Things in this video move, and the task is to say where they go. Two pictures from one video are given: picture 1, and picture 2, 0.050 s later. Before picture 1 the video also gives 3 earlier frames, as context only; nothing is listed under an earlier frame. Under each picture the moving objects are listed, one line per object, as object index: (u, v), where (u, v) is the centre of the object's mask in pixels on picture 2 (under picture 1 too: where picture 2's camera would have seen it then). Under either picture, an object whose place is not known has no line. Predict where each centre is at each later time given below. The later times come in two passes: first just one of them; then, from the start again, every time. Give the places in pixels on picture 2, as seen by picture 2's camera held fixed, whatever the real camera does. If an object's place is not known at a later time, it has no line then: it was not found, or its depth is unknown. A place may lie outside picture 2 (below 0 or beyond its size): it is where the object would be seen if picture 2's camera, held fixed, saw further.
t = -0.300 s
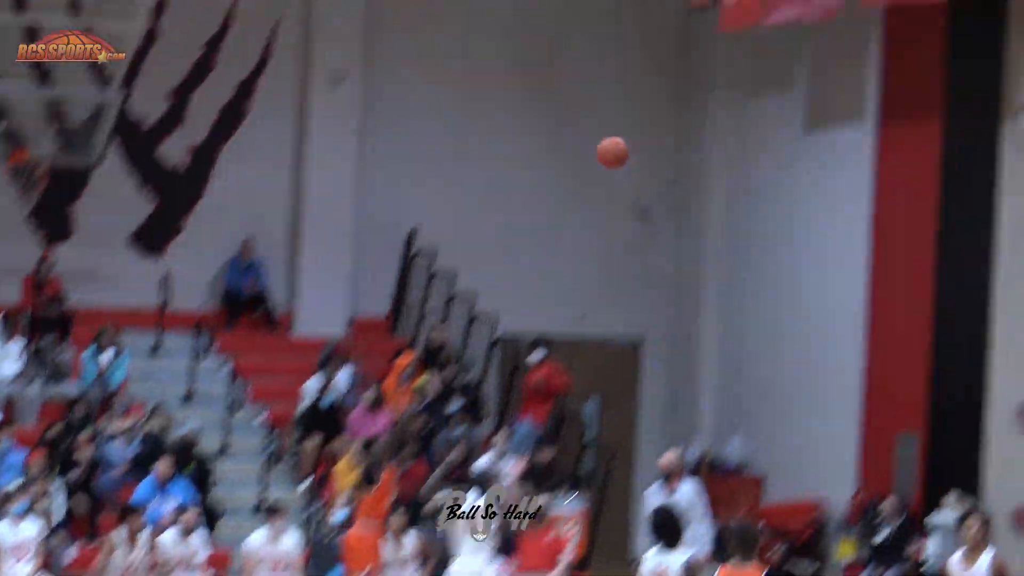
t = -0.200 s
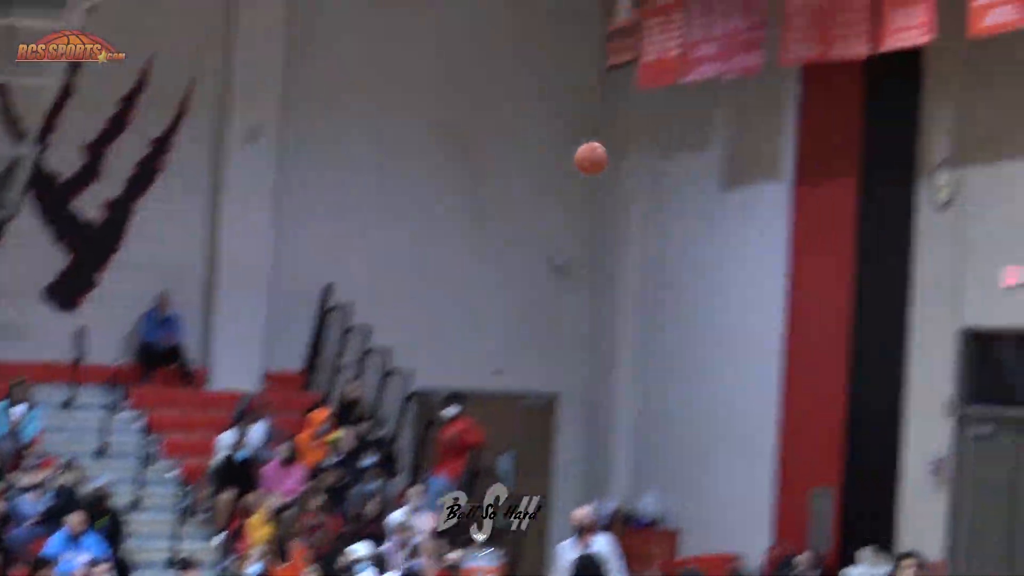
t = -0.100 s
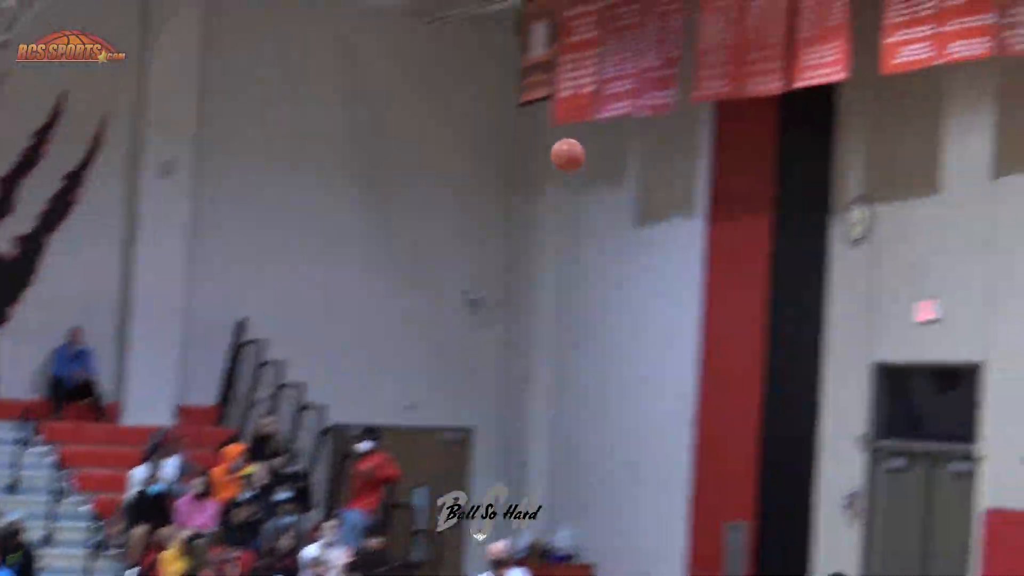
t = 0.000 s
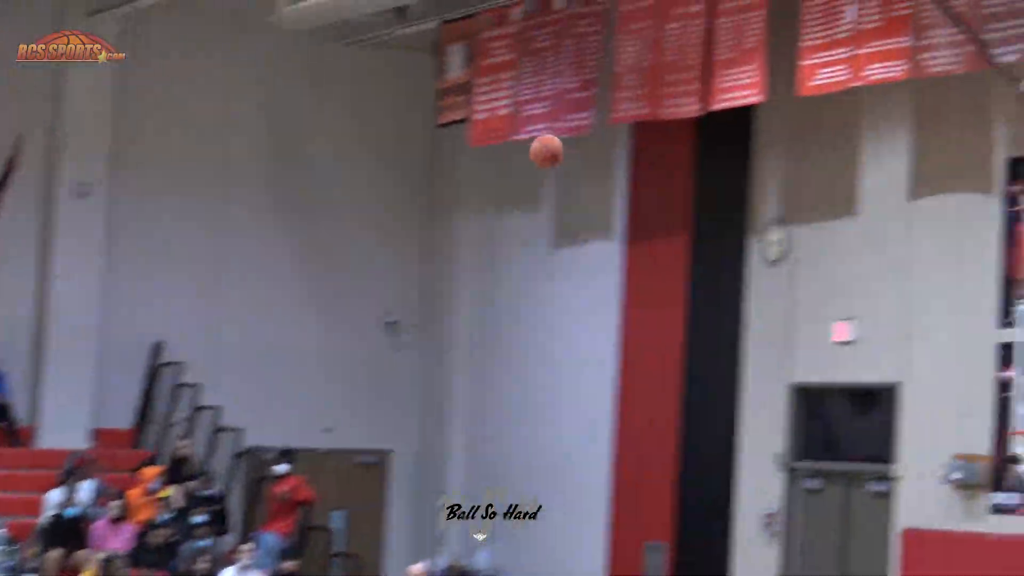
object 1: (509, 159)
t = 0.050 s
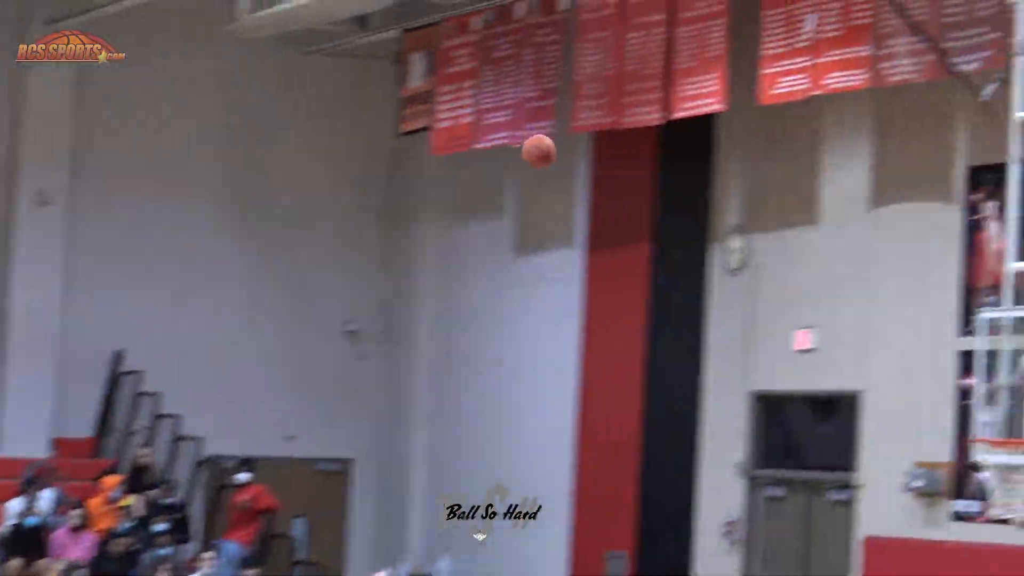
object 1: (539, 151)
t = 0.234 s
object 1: (652, 151)
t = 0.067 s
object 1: (549, 150)
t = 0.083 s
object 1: (559, 148)
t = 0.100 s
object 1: (569, 147)
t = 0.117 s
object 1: (580, 146)
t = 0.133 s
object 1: (590, 146)
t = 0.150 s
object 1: (600, 146)
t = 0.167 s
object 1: (610, 147)
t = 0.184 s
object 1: (621, 147)
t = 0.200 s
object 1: (631, 148)
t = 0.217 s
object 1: (641, 149)
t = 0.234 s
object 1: (652, 151)
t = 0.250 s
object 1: (662, 154)
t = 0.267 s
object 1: (672, 156)
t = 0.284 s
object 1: (682, 159)
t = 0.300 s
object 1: (693, 162)
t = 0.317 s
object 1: (704, 166)
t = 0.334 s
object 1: (714, 170)
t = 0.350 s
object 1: (724, 175)
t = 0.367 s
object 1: (734, 180)
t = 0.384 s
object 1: (745, 185)
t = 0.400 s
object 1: (756, 190)
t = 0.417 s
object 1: (765, 196)
